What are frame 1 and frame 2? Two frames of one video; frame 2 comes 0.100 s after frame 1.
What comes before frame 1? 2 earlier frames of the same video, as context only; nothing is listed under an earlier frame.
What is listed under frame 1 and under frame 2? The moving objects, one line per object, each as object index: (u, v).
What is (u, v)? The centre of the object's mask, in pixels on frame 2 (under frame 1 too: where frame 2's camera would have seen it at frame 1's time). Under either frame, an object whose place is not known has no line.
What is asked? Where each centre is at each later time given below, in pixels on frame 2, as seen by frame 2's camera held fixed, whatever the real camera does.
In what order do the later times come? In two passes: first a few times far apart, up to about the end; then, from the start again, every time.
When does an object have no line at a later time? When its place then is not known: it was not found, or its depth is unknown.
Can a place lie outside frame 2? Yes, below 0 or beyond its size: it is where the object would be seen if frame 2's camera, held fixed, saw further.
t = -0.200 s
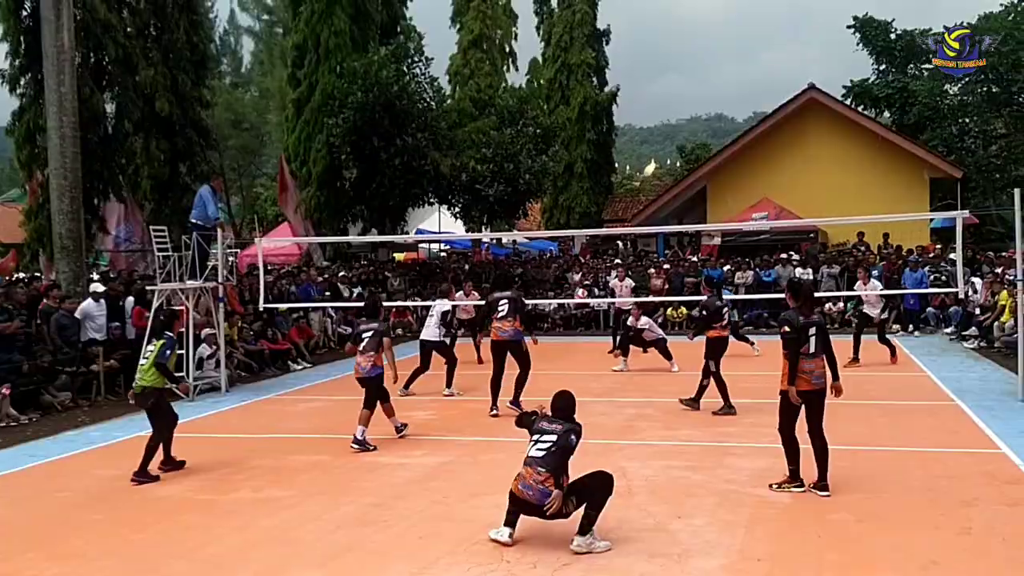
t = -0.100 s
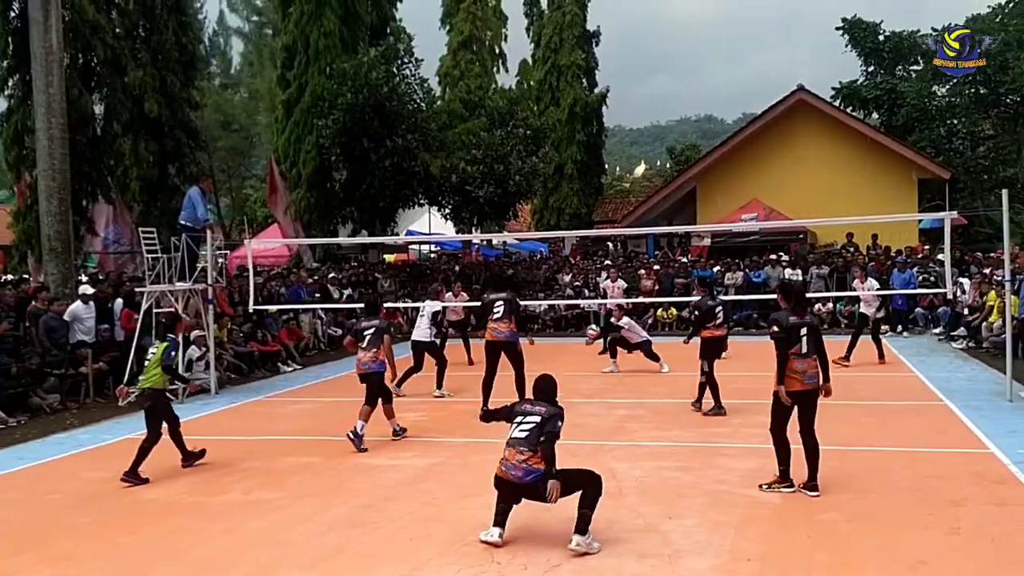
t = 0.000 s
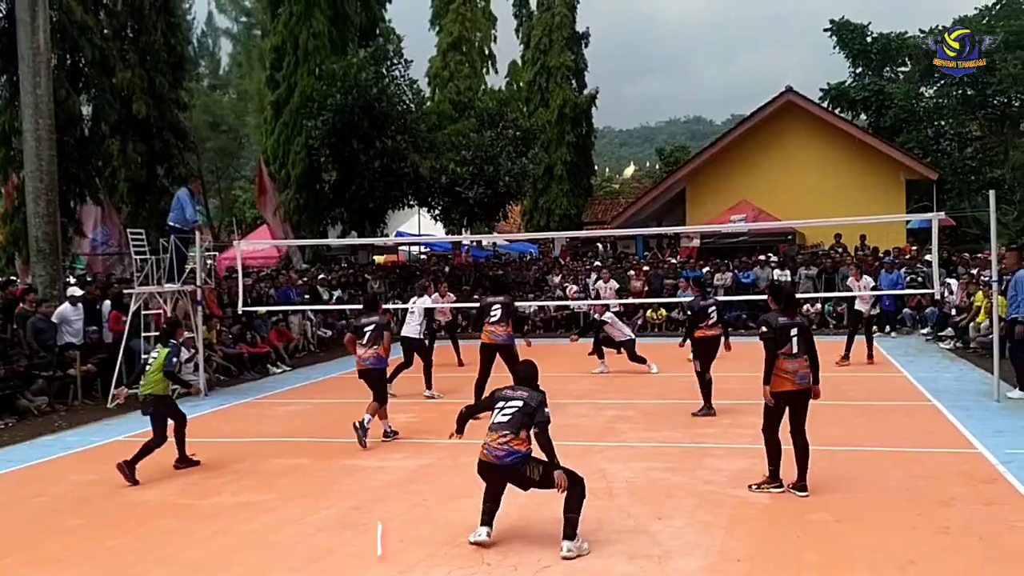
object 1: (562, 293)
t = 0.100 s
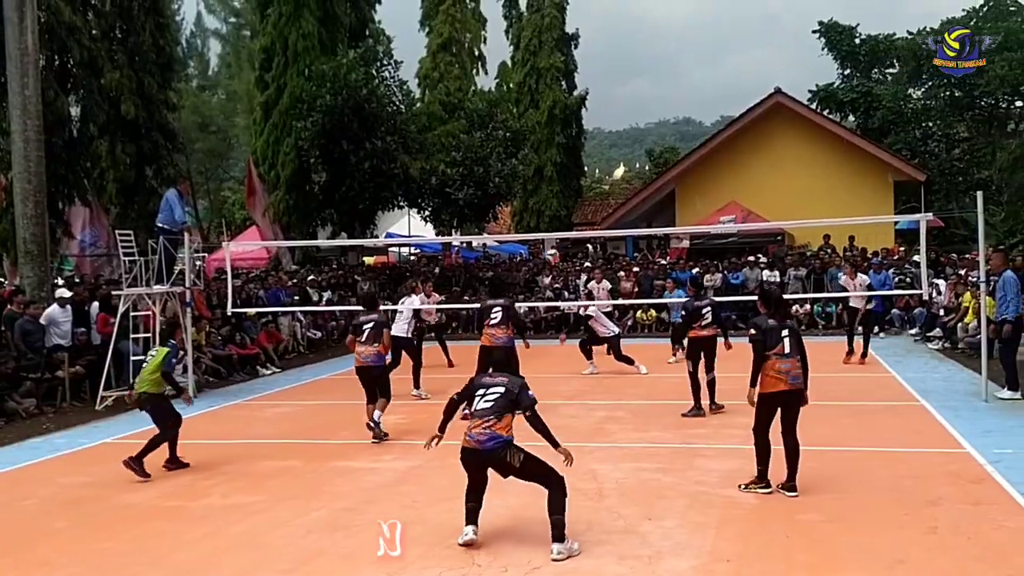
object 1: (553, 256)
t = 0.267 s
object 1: (534, 208)
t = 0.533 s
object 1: (504, 168)
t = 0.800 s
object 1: (476, 175)
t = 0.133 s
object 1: (548, 245)
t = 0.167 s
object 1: (544, 230)
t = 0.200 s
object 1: (541, 225)
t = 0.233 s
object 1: (537, 216)
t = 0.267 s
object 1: (534, 208)
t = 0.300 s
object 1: (530, 201)
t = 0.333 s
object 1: (527, 194)
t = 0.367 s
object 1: (523, 188)
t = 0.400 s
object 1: (519, 183)
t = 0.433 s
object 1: (515, 178)
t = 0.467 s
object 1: (512, 174)
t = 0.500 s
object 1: (508, 171)
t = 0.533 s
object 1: (504, 168)
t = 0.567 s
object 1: (501, 167)
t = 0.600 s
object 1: (497, 166)
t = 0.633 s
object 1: (494, 165)
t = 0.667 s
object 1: (490, 166)
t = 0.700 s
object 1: (487, 167)
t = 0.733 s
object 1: (483, 169)
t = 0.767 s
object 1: (480, 171)
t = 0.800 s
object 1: (476, 175)
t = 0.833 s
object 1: (473, 179)
